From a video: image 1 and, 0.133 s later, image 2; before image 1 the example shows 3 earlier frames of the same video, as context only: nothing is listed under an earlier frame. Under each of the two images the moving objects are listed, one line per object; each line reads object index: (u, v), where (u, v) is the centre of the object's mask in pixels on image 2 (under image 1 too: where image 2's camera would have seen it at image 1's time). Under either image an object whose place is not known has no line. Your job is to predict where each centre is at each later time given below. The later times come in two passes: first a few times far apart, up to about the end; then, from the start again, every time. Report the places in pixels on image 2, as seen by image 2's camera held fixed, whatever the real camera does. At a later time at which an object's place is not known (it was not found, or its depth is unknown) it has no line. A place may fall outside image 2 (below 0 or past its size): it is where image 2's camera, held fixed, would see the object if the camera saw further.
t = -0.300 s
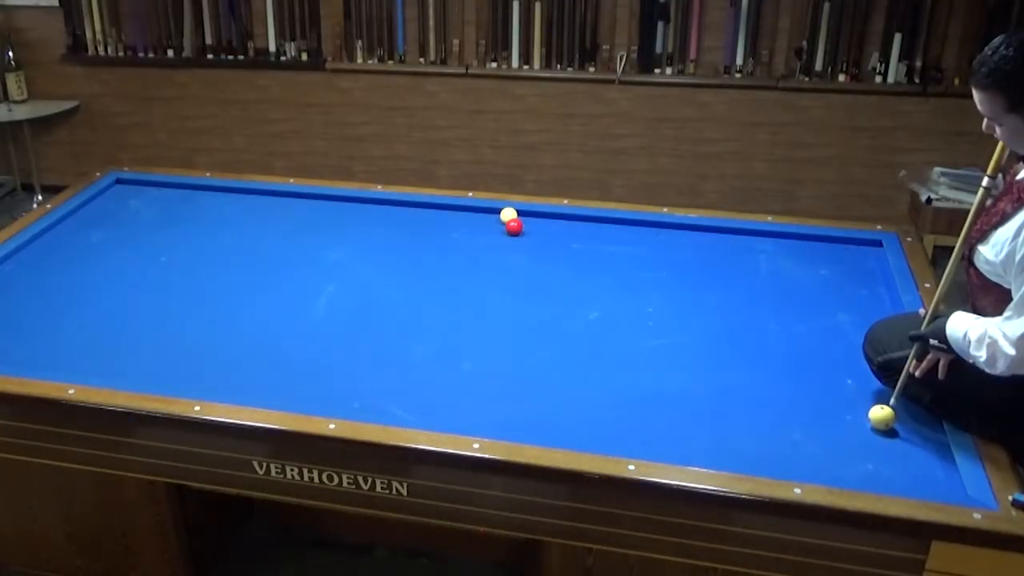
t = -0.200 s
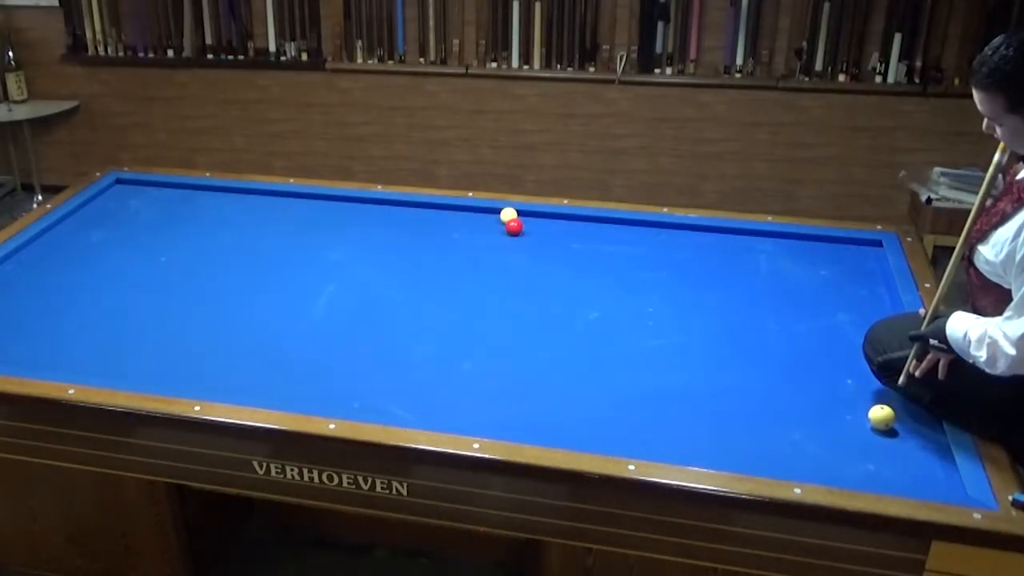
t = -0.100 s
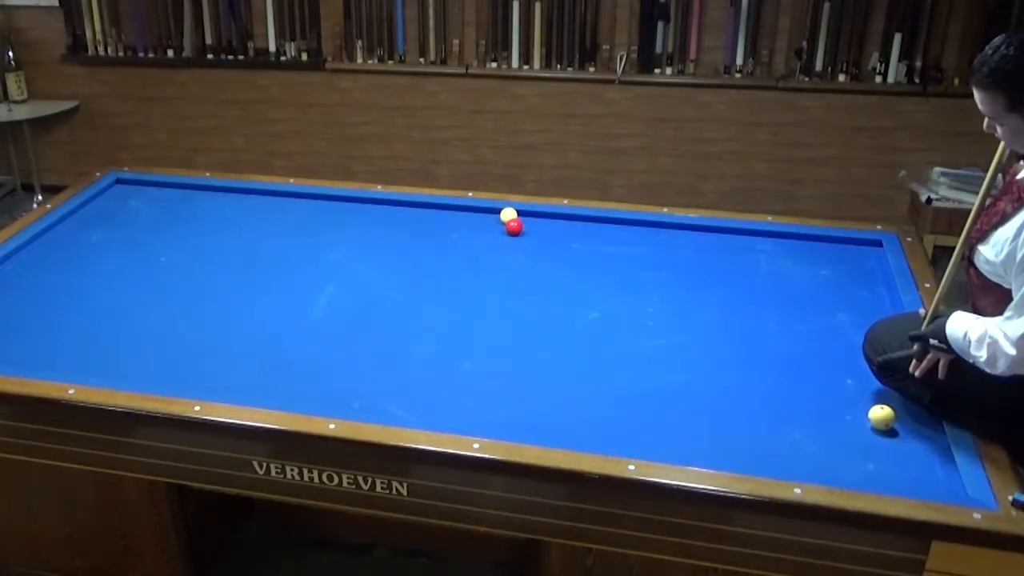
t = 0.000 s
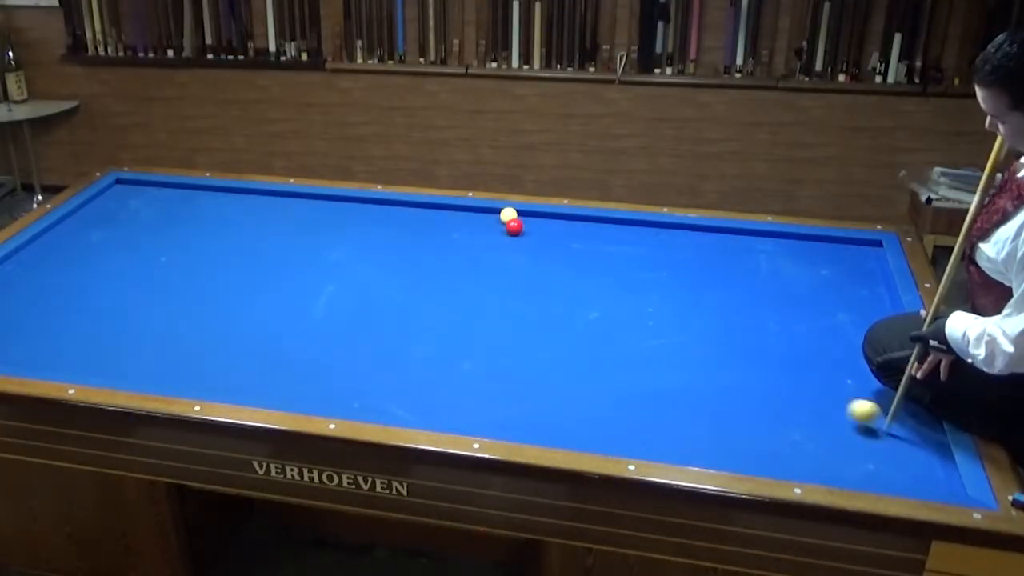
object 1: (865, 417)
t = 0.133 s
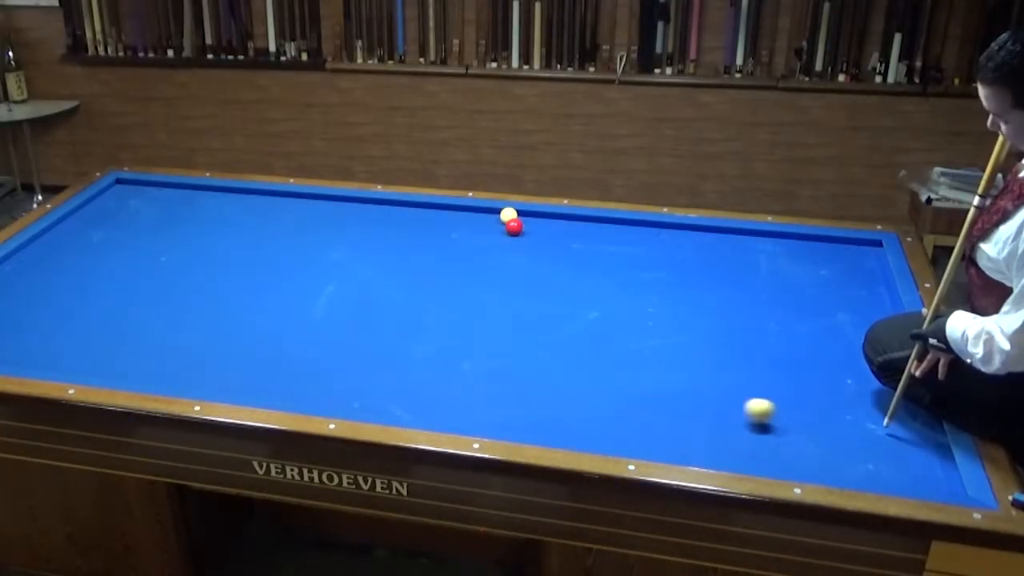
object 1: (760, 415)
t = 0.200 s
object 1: (710, 415)
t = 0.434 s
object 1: (556, 420)
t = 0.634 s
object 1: (463, 413)
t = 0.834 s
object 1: (416, 390)
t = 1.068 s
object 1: (390, 376)
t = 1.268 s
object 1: (388, 376)
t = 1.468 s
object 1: (408, 385)
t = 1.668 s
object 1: (449, 405)
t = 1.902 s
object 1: (523, 423)
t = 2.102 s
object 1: (594, 423)
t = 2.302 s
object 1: (663, 421)
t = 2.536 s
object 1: (743, 416)
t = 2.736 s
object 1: (811, 414)
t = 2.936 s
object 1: (877, 411)
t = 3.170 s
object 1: (905, 399)
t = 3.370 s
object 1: (864, 379)
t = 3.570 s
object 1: (827, 361)
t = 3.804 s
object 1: (788, 341)
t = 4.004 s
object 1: (756, 325)
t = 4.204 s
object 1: (727, 311)
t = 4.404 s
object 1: (700, 298)
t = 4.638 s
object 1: (671, 283)
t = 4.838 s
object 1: (648, 272)
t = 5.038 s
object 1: (626, 261)
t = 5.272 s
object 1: (602, 249)
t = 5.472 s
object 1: (583, 240)
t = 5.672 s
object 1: (565, 231)
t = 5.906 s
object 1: (545, 222)
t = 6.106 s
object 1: (529, 215)
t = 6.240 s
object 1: (525, 216)
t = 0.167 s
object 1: (735, 414)
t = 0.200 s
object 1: (710, 415)
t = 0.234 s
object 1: (687, 415)
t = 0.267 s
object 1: (663, 416)
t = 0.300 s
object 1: (640, 416)
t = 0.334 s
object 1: (618, 417)
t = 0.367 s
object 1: (596, 418)
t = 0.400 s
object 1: (576, 419)
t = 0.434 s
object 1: (556, 420)
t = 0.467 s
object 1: (537, 421)
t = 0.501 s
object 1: (518, 421)
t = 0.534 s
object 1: (501, 421)
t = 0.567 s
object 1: (485, 421)
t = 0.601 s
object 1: (474, 417)
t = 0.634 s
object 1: (463, 413)
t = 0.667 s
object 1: (453, 409)
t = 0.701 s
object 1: (444, 405)
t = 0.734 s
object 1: (436, 401)
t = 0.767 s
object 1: (429, 397)
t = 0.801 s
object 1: (422, 393)
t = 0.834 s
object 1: (416, 390)
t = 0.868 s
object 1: (410, 387)
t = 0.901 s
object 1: (406, 385)
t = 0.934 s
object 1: (401, 383)
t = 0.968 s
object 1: (397, 381)
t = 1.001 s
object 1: (394, 379)
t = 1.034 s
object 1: (392, 377)
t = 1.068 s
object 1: (390, 376)
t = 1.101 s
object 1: (388, 375)
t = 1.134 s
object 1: (387, 375)
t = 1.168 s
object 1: (387, 375)
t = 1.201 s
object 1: (387, 375)
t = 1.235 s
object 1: (387, 375)
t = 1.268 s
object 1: (388, 376)
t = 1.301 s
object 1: (390, 376)
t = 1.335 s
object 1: (393, 377)
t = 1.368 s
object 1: (396, 379)
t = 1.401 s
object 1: (399, 381)
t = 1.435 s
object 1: (403, 383)
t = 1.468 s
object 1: (408, 385)
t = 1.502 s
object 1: (413, 388)
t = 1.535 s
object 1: (419, 391)
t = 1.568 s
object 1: (426, 394)
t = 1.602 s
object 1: (433, 397)
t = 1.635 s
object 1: (440, 401)
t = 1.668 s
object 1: (449, 405)
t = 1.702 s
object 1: (458, 410)
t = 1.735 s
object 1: (468, 413)
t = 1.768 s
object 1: (478, 417)
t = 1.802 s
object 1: (488, 420)
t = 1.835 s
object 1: (499, 423)
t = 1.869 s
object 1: (511, 423)
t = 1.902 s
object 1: (523, 423)
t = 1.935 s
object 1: (535, 423)
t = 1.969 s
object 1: (547, 424)
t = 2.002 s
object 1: (559, 424)
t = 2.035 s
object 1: (571, 425)
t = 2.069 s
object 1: (582, 424)
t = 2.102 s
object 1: (594, 423)
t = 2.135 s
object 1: (605, 423)
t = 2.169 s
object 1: (617, 422)
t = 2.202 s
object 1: (628, 422)
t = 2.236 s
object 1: (641, 422)
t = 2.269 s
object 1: (652, 421)
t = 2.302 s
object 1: (663, 421)
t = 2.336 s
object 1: (675, 420)
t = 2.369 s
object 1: (686, 420)
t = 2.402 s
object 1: (698, 419)
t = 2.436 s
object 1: (709, 419)
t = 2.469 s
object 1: (721, 418)
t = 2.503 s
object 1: (732, 418)
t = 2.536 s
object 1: (743, 416)
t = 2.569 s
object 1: (755, 416)
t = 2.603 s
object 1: (766, 416)
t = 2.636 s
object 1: (777, 415)
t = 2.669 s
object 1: (788, 415)
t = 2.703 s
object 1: (799, 414)
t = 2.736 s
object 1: (811, 414)
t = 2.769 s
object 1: (822, 414)
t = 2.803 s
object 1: (833, 413)
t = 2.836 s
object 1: (844, 412)
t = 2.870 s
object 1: (855, 412)
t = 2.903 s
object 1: (866, 412)
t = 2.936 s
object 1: (877, 411)
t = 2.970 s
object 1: (887, 411)
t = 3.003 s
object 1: (898, 410)
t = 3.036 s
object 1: (909, 410)
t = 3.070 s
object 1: (920, 409)
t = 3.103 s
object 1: (923, 407)
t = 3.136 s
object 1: (913, 403)
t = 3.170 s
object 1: (905, 399)
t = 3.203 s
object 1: (897, 396)
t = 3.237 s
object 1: (890, 392)
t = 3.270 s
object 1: (884, 389)
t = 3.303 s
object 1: (877, 386)
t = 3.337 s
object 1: (871, 382)
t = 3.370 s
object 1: (864, 379)
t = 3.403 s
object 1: (858, 376)
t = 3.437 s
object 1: (852, 373)
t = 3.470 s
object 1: (846, 370)
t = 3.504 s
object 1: (839, 367)
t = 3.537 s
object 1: (833, 364)
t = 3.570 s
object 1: (827, 361)
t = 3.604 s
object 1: (821, 358)
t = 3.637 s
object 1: (816, 355)
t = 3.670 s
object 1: (810, 352)
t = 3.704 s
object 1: (804, 349)
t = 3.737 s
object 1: (798, 346)
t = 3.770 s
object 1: (793, 344)
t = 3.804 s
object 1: (788, 341)
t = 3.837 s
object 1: (782, 338)
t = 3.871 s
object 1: (777, 336)
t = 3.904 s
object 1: (772, 333)
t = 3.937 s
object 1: (766, 331)
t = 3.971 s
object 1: (761, 328)
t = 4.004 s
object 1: (756, 325)
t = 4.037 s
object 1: (751, 323)
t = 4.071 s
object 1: (746, 321)
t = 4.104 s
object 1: (741, 318)
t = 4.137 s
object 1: (737, 316)
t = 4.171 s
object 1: (732, 314)
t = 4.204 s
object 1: (727, 311)
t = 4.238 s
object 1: (723, 309)
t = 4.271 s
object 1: (718, 307)
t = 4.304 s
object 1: (713, 304)
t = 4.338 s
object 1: (709, 302)
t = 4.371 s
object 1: (705, 300)
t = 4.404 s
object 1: (700, 298)
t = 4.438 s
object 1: (696, 296)
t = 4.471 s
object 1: (692, 294)
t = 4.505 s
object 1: (688, 291)
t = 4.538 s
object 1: (683, 289)
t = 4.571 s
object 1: (679, 288)
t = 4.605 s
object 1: (675, 285)
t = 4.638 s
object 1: (671, 283)
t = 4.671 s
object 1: (667, 281)
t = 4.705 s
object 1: (663, 279)
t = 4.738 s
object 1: (659, 278)
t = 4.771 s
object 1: (656, 276)
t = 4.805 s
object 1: (652, 274)
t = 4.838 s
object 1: (648, 272)
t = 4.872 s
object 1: (644, 270)
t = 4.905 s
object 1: (640, 268)
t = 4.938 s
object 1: (637, 266)
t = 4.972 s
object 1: (633, 265)
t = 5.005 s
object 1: (630, 263)
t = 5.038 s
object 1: (626, 261)
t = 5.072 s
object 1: (623, 259)
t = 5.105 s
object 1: (619, 258)
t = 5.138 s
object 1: (616, 256)
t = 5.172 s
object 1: (612, 254)
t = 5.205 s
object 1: (609, 253)
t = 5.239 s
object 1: (605, 251)
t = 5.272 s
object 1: (602, 249)
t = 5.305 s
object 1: (599, 248)
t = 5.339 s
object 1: (596, 246)
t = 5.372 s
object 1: (592, 245)
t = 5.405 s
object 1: (589, 243)
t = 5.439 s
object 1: (586, 241)
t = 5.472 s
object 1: (583, 240)
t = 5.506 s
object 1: (580, 239)
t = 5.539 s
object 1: (576, 237)
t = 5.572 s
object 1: (573, 236)
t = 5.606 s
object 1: (571, 234)
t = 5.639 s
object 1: (568, 233)
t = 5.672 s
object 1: (565, 231)
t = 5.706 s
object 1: (562, 230)
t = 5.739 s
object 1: (559, 228)
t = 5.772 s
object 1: (556, 227)
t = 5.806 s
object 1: (553, 226)
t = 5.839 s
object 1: (550, 224)
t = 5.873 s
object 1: (547, 223)
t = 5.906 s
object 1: (545, 222)
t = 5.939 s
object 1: (542, 220)
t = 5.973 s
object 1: (540, 219)
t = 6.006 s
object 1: (537, 218)
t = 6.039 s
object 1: (534, 216)
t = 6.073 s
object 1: (531, 215)
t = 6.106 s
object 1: (529, 215)
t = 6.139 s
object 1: (527, 215)
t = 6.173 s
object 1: (526, 215)
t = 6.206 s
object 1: (525, 215)
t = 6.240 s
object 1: (525, 216)
